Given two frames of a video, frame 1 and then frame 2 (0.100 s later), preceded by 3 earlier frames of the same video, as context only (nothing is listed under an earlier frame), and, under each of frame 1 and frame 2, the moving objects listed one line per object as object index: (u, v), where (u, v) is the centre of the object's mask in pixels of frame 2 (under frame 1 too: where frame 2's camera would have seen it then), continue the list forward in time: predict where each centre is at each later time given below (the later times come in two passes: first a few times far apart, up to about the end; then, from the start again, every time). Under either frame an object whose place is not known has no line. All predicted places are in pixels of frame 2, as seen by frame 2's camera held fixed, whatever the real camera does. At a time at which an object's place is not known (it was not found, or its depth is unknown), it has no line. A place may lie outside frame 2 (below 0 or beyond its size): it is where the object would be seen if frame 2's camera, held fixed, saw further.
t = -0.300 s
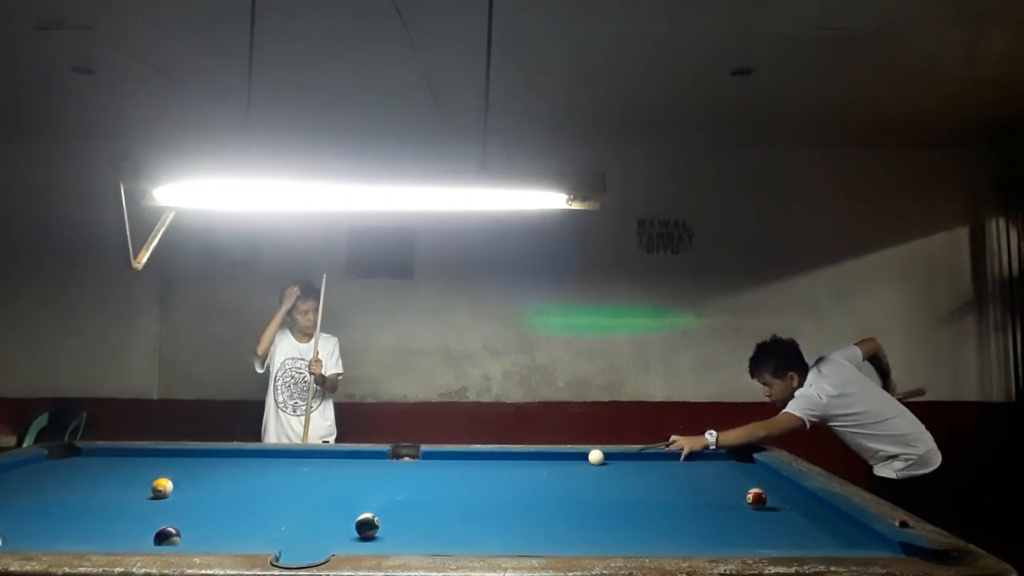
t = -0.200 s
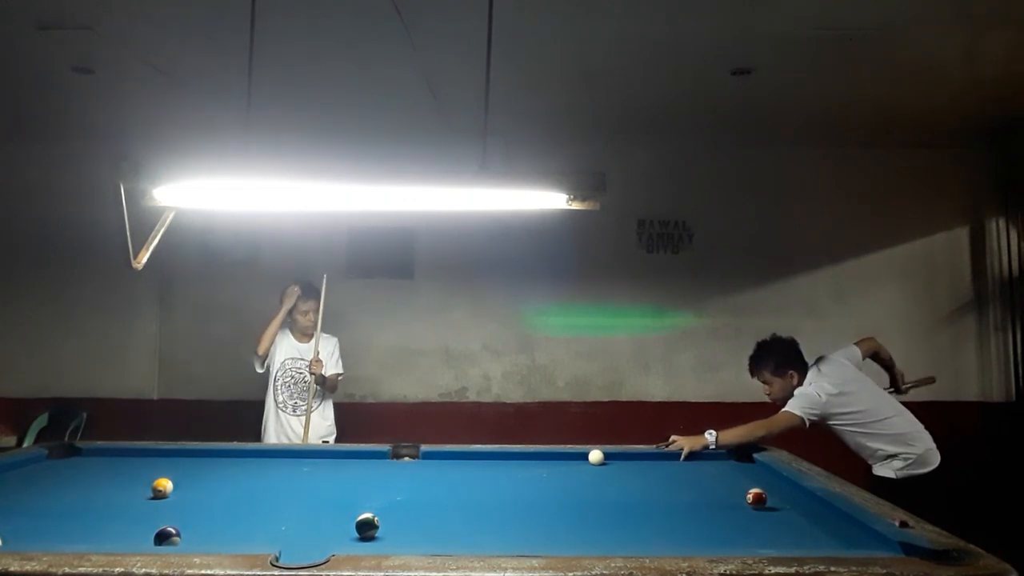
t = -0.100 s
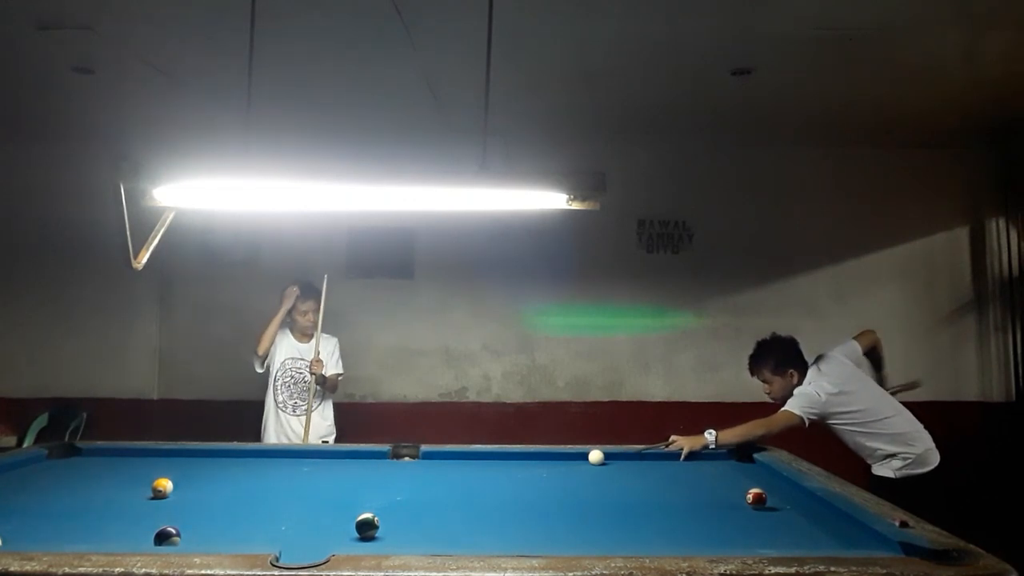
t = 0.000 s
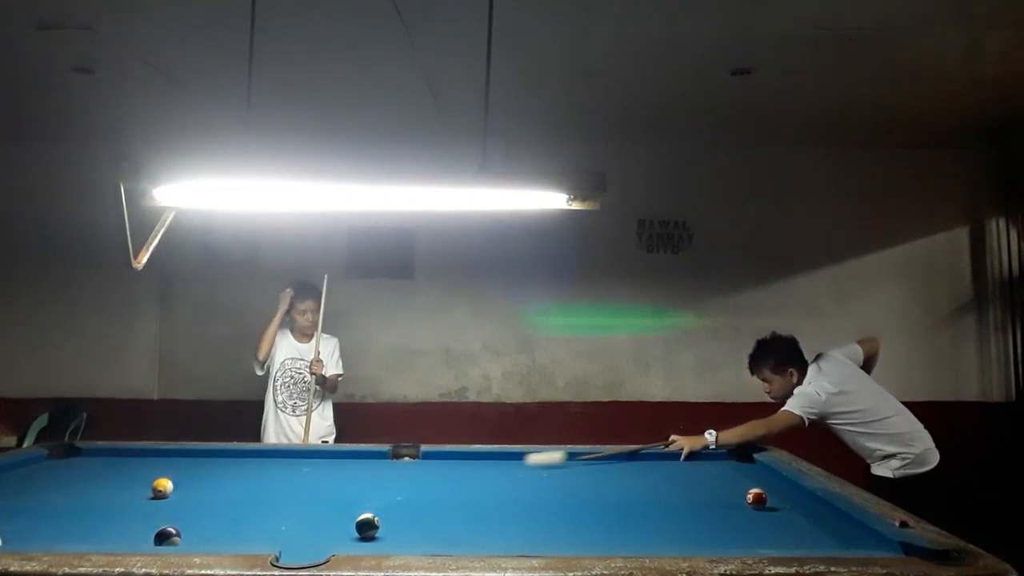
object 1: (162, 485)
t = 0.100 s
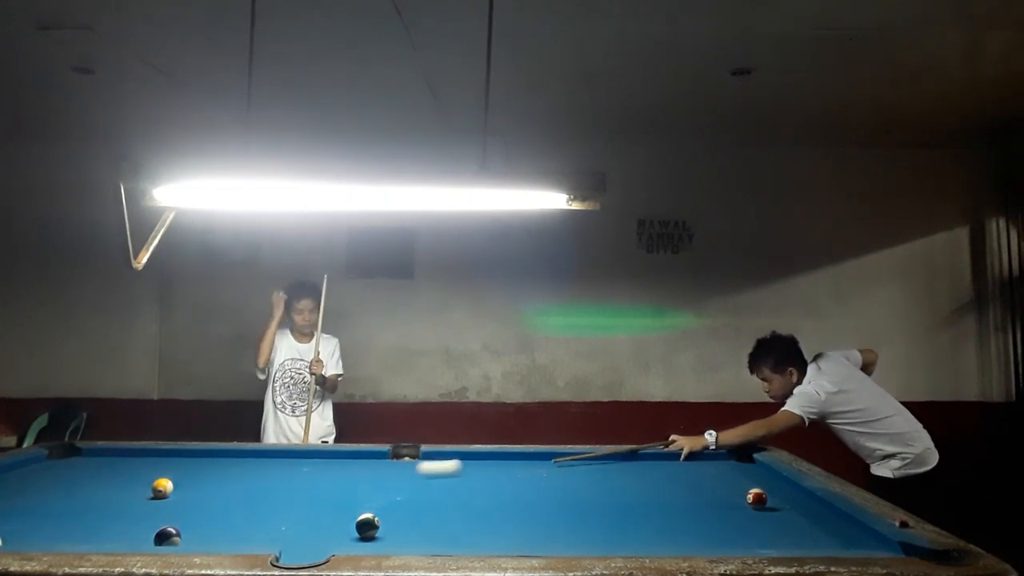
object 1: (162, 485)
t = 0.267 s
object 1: (162, 485)
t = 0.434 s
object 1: (50, 493)
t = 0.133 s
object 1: (162, 485)
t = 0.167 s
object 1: (162, 485)
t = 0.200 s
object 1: (162, 485)
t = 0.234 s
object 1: (162, 485)
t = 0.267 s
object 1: (162, 485)
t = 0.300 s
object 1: (162, 485)
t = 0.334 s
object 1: (154, 484)
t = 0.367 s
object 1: (122, 487)
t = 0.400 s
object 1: (85, 491)
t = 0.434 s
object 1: (50, 493)
